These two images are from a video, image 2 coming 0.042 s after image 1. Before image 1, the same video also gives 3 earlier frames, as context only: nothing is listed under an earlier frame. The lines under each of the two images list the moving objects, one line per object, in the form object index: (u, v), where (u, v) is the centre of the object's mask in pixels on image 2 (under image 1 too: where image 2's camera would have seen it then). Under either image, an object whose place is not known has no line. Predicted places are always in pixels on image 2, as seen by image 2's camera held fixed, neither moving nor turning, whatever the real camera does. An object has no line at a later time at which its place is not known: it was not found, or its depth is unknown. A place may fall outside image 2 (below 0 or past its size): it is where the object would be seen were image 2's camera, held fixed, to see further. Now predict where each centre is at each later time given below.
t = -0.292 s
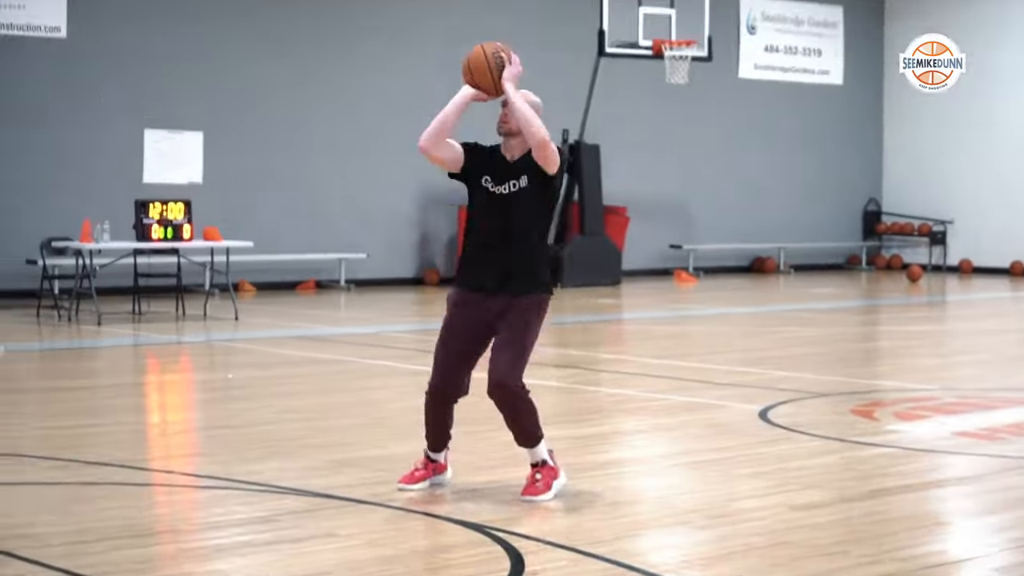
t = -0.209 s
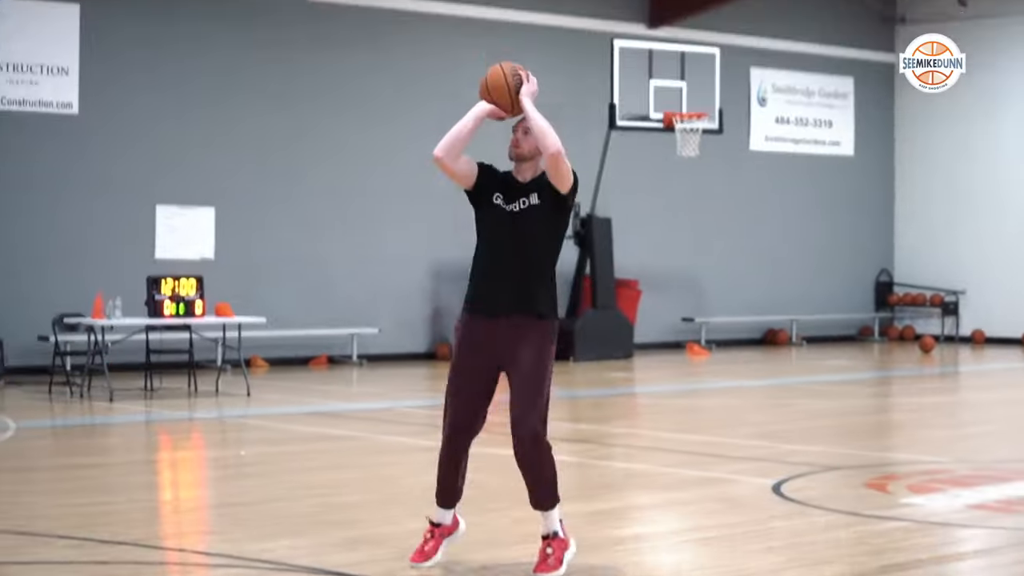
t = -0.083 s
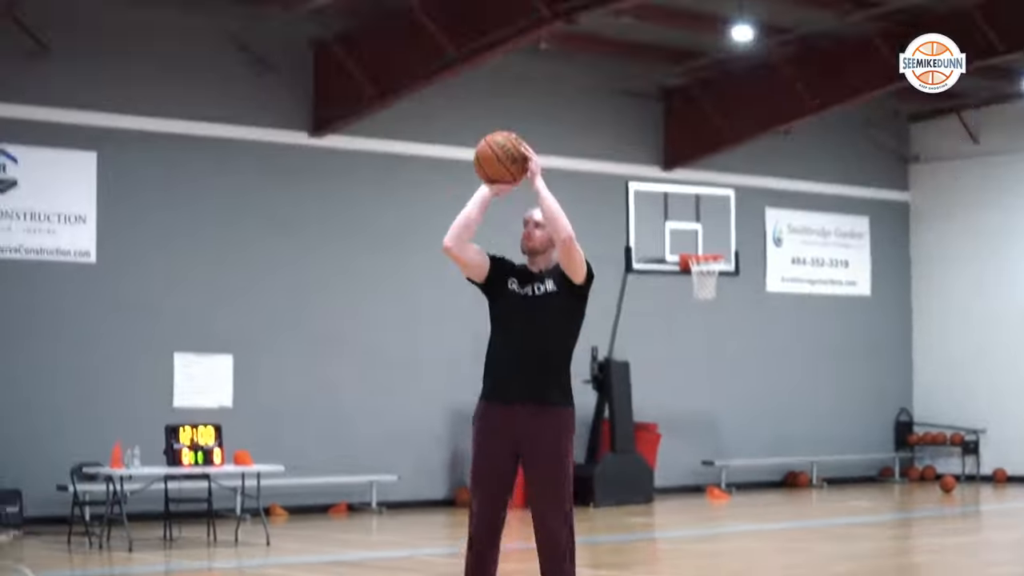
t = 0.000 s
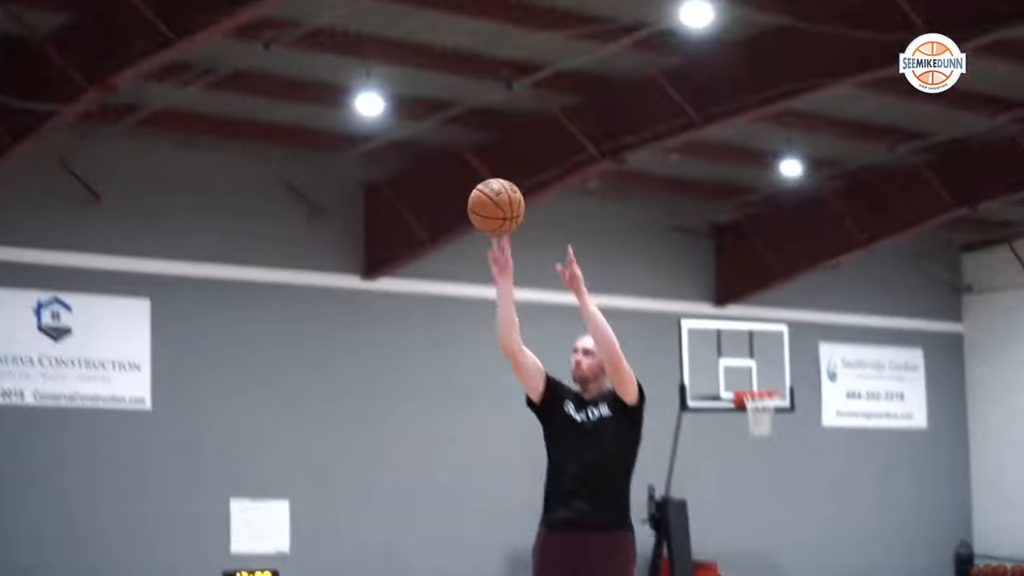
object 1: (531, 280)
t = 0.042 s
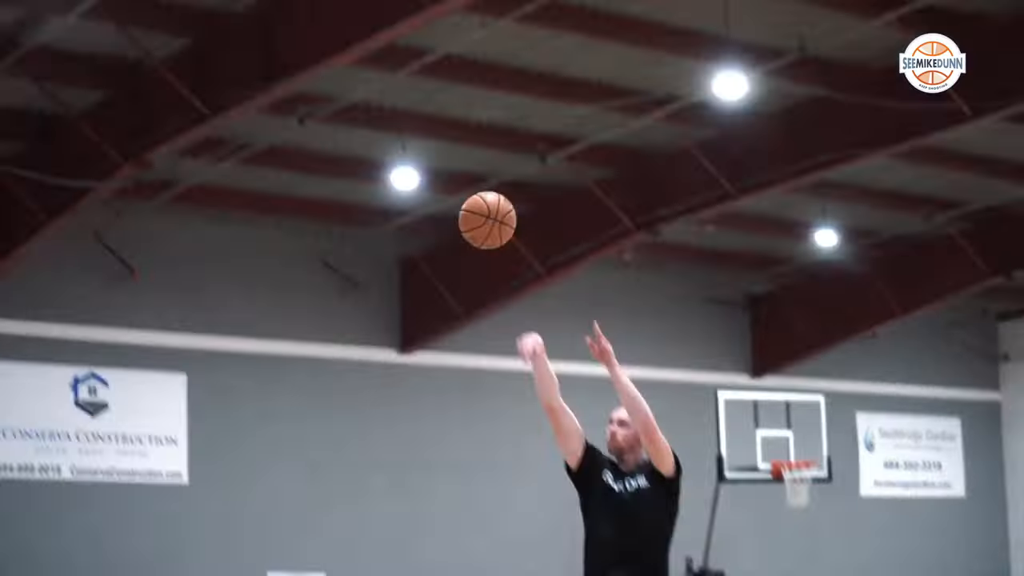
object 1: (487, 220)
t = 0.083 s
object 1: (444, 163)
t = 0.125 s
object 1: (397, 109)
